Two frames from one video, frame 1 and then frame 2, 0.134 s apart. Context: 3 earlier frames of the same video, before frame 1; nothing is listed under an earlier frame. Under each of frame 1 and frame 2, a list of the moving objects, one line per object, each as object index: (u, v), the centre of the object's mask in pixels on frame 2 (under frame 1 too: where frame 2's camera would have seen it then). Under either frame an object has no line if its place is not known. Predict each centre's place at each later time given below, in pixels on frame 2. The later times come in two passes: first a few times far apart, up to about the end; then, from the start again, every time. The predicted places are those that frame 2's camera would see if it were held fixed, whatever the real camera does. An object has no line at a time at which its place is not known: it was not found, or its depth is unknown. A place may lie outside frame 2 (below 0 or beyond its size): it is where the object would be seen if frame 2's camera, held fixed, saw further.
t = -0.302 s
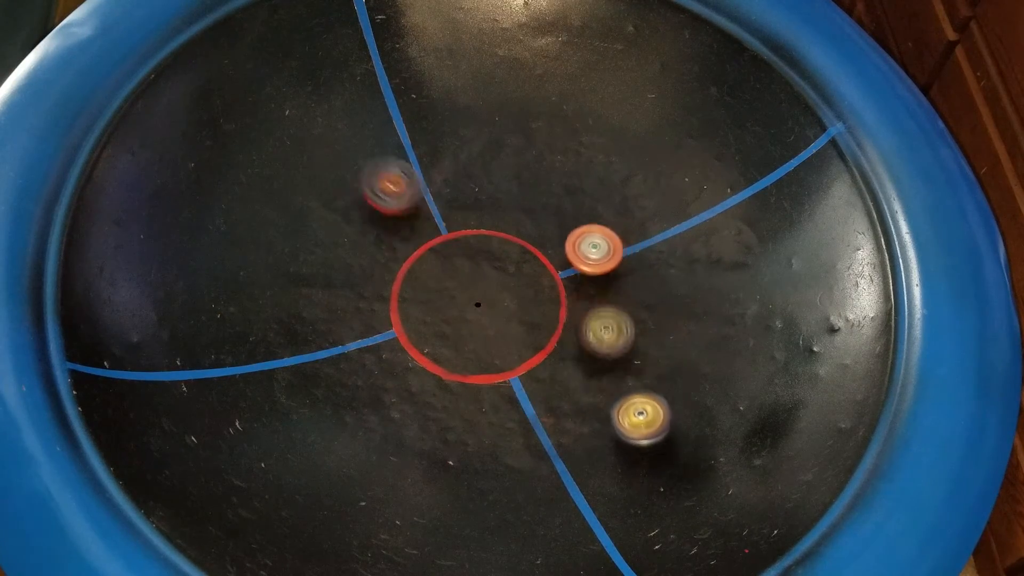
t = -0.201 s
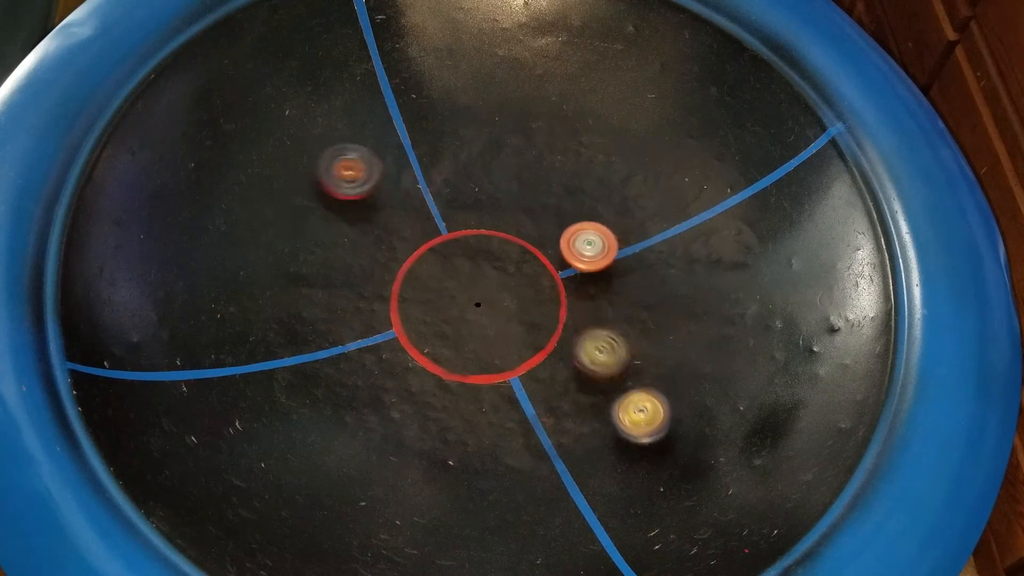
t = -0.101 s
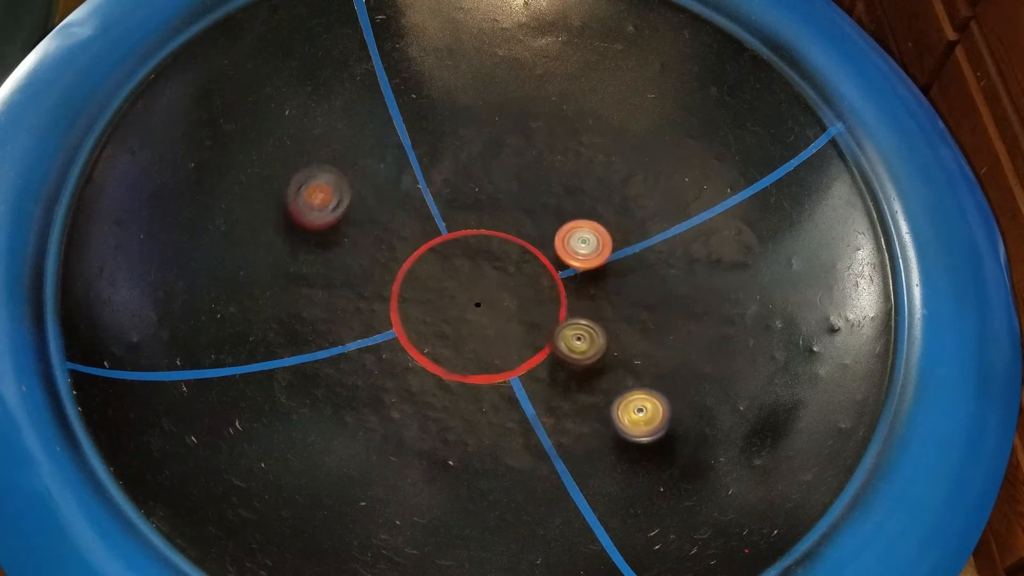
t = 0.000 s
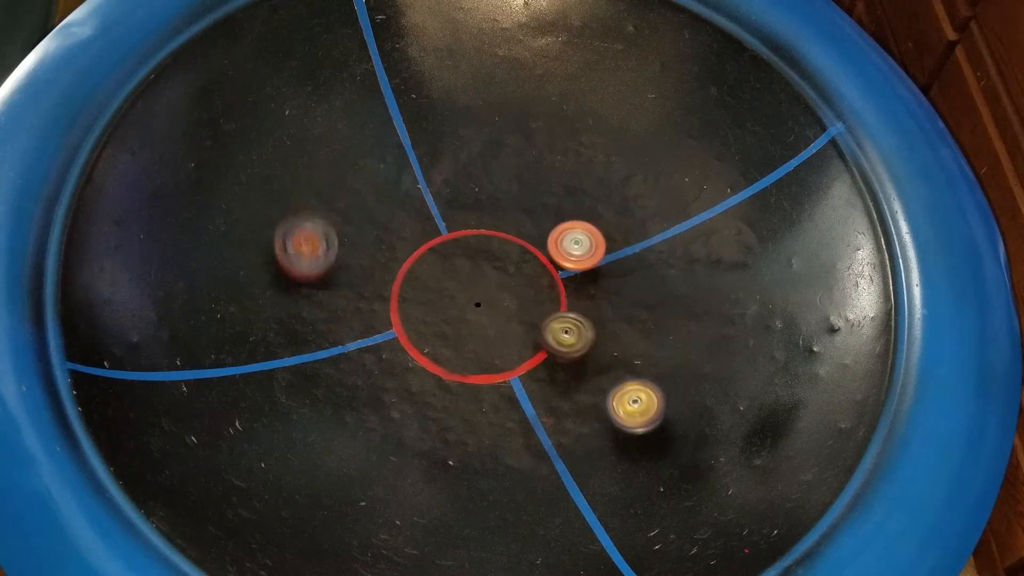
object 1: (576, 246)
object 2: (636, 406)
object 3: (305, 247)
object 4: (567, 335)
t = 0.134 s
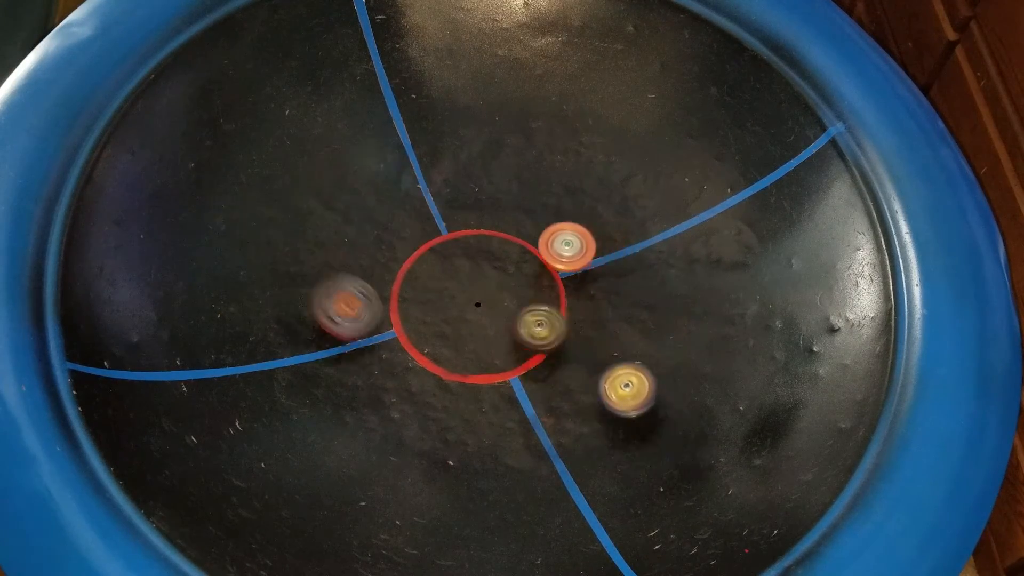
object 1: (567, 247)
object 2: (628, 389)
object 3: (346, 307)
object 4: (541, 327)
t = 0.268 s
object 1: (561, 250)
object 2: (616, 373)
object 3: (417, 323)
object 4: (501, 323)
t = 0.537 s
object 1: (552, 263)
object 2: (660, 359)
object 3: (296, 264)
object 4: (900, 255)
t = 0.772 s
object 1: (547, 271)
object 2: (642, 345)
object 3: (257, 309)
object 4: (952, 198)
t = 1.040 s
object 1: (546, 277)
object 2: (610, 326)
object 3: (354, 343)
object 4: (788, 219)
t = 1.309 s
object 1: (470, 266)
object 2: (580, 339)
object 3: (386, 229)
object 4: (574, 254)
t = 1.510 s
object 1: (457, 272)
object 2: (551, 346)
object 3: (316, 171)
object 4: (561, 267)
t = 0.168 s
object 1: (566, 247)
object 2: (624, 386)
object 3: (360, 316)
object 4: (532, 329)
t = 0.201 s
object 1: (564, 249)
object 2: (621, 382)
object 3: (380, 322)
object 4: (524, 328)
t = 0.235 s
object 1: (562, 250)
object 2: (618, 377)
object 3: (398, 325)
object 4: (513, 326)
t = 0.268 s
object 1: (561, 250)
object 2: (616, 373)
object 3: (417, 323)
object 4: (501, 323)
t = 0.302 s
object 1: (559, 251)
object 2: (614, 367)
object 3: (427, 318)
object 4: (502, 322)
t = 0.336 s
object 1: (557, 251)
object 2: (614, 361)
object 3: (395, 301)
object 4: (536, 321)
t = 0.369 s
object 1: (555, 252)
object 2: (613, 357)
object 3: (369, 288)
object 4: (586, 316)
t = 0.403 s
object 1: (554, 253)
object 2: (625, 356)
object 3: (347, 277)
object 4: (682, 332)
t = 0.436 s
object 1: (553, 255)
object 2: (644, 358)
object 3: (327, 269)
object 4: (775, 351)
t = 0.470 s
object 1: (552, 258)
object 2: (654, 357)
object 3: (312, 264)
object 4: (833, 335)
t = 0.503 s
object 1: (552, 260)
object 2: (659, 358)
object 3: (302, 262)
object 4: (866, 292)
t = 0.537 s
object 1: (552, 263)
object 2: (660, 359)
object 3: (296, 264)
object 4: (900, 255)
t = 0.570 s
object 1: (552, 265)
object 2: (658, 358)
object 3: (291, 268)
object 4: (923, 223)
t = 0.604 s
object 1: (551, 266)
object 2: (656, 356)
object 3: (286, 273)
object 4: (943, 197)
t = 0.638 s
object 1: (550, 267)
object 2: (654, 354)
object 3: (279, 278)
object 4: (955, 181)
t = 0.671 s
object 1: (550, 268)
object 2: (652, 352)
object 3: (271, 283)
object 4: (962, 172)
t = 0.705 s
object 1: (549, 270)
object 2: (650, 350)
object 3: (264, 290)
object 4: (964, 173)
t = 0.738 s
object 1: (548, 270)
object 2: (646, 347)
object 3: (258, 299)
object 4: (960, 181)
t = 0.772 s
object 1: (547, 271)
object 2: (642, 345)
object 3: (257, 309)
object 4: (952, 198)
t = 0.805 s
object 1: (547, 272)
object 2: (637, 343)
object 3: (259, 321)
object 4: (945, 198)
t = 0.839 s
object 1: (547, 273)
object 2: (633, 341)
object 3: (267, 333)
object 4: (939, 185)
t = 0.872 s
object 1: (547, 273)
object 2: (629, 339)
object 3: (279, 346)
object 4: (929, 180)
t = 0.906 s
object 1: (546, 274)
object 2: (625, 336)
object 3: (294, 356)
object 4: (916, 183)
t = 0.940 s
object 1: (546, 274)
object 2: (622, 334)
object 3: (310, 363)
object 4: (892, 187)
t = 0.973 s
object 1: (546, 275)
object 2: (618, 331)
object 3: (329, 368)
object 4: (861, 192)
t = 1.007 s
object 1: (546, 276)
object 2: (614, 329)
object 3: (345, 365)
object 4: (828, 201)
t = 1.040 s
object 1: (546, 277)
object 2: (610, 326)
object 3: (354, 343)
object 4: (788, 219)
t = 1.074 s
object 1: (545, 278)
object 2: (605, 322)
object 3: (362, 327)
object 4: (740, 238)
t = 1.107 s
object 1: (545, 279)
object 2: (601, 320)
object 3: (374, 318)
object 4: (702, 247)
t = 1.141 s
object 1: (545, 280)
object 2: (596, 318)
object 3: (382, 302)
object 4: (625, 261)
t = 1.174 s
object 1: (536, 278)
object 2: (592, 320)
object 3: (392, 289)
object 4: (583, 266)
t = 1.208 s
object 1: (510, 272)
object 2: (592, 328)
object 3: (401, 276)
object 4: (579, 258)
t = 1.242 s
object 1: (484, 268)
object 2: (589, 332)
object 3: (407, 263)
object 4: (577, 254)
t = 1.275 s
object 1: (471, 264)
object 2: (584, 337)
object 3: (402, 247)
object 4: (575, 255)
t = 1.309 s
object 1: (470, 266)
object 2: (580, 339)
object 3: (386, 229)
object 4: (574, 254)
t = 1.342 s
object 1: (468, 267)
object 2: (575, 341)
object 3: (372, 212)
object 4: (572, 255)
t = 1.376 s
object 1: (466, 268)
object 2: (570, 342)
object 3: (360, 200)
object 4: (570, 257)
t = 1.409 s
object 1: (464, 269)
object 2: (566, 342)
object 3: (349, 189)
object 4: (569, 259)
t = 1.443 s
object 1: (463, 270)
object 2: (561, 343)
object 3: (339, 181)
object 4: (565, 265)
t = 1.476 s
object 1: (461, 271)
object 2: (556, 345)
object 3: (327, 176)
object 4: (564, 263)
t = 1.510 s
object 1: (457, 272)
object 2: (551, 346)
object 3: (316, 171)
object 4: (561, 267)
